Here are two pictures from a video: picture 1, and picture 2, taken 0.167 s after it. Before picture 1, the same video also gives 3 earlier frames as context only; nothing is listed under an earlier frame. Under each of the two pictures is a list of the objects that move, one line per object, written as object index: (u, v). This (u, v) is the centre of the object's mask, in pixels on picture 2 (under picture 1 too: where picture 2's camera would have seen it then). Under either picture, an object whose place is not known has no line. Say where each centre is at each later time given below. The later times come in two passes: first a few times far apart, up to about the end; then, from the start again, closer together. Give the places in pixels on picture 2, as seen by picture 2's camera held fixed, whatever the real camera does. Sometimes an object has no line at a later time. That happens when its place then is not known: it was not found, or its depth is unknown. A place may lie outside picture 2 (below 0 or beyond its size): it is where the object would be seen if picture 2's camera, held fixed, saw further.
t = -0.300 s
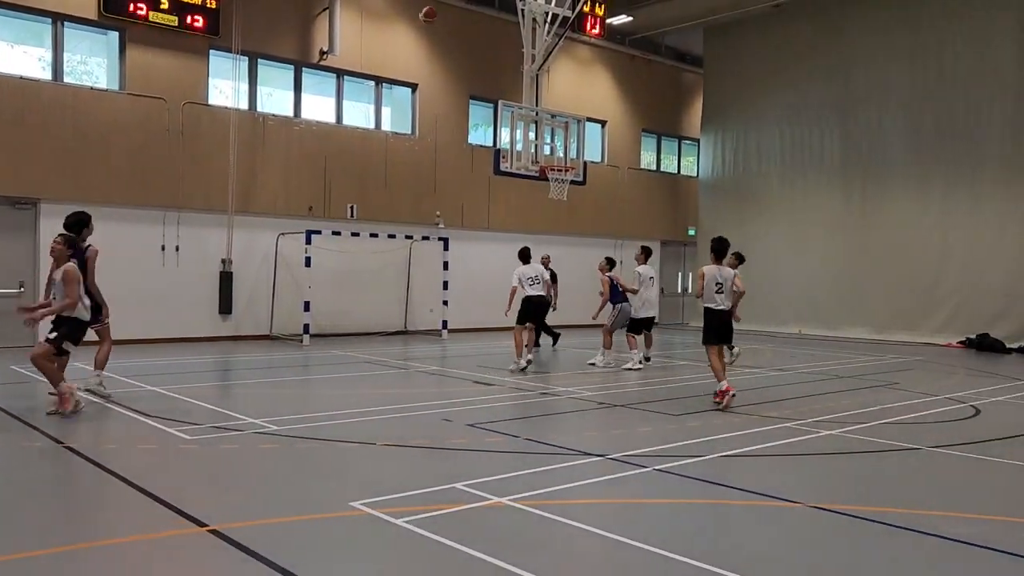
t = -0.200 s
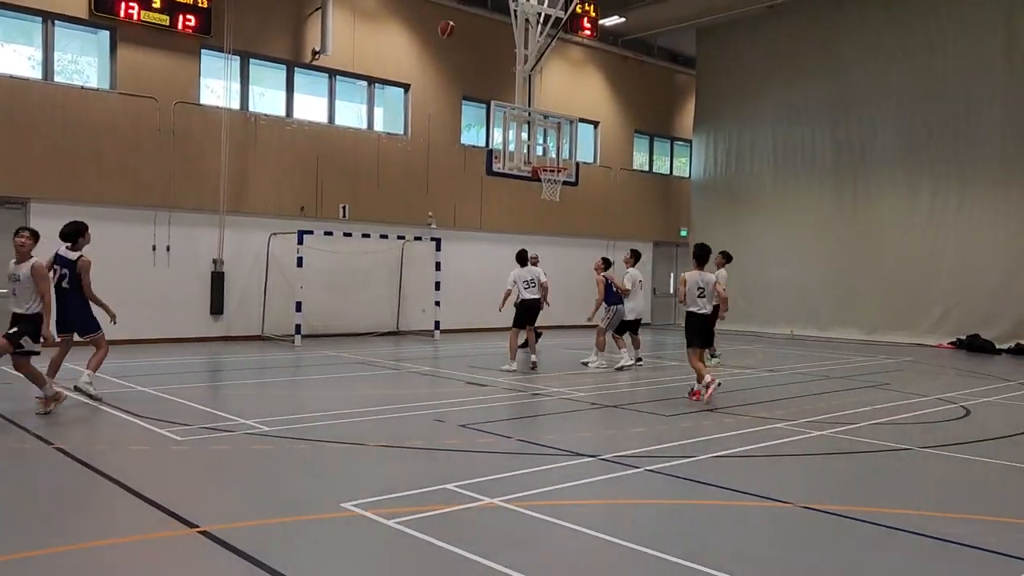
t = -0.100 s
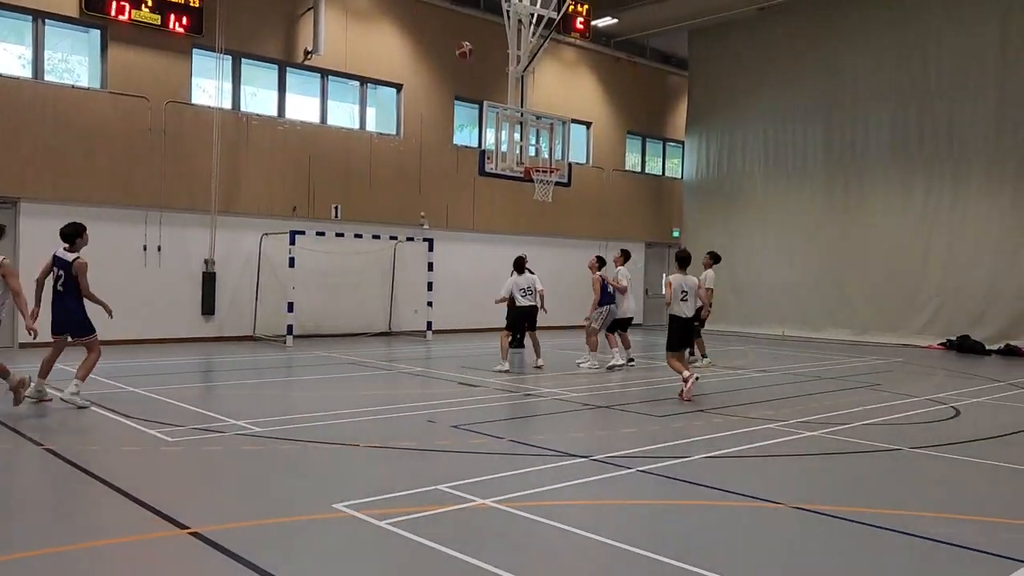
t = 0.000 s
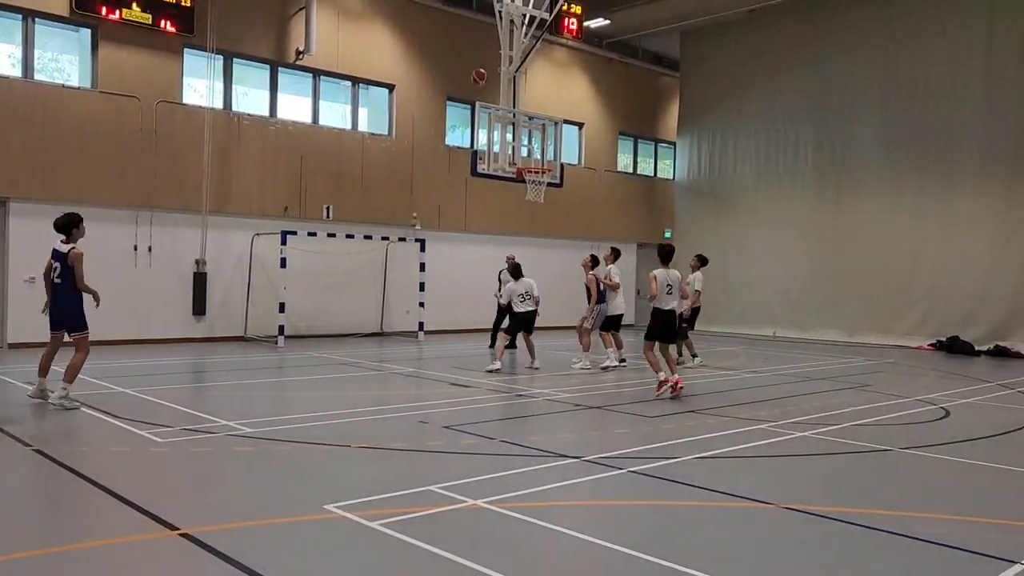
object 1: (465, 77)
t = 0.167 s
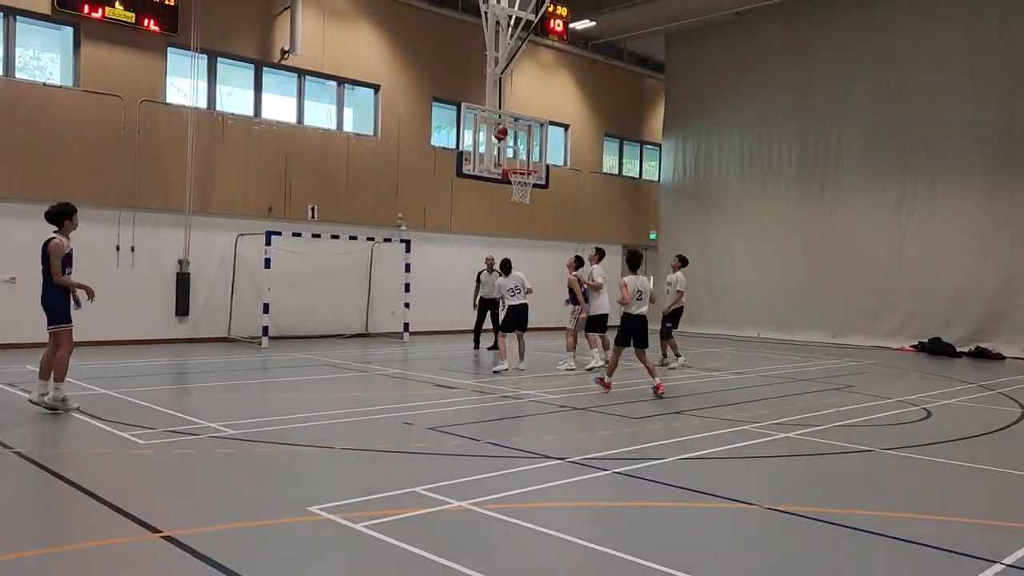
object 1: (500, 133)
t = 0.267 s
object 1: (520, 164)
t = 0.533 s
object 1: (592, 158)
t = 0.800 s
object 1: (669, 199)
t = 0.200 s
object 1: (507, 145)
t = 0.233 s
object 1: (513, 156)
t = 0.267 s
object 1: (520, 164)
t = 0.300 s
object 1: (528, 162)
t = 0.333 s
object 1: (537, 159)
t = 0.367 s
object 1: (546, 157)
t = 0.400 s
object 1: (555, 156)
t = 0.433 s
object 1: (564, 155)
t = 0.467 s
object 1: (574, 155)
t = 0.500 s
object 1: (583, 156)
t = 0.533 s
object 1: (592, 158)
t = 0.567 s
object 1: (601, 160)
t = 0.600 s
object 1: (611, 163)
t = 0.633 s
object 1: (621, 167)
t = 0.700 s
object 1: (640, 177)
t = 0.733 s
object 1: (650, 183)
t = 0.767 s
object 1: (659, 191)
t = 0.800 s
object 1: (669, 199)
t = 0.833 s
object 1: (680, 208)
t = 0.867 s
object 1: (690, 218)
